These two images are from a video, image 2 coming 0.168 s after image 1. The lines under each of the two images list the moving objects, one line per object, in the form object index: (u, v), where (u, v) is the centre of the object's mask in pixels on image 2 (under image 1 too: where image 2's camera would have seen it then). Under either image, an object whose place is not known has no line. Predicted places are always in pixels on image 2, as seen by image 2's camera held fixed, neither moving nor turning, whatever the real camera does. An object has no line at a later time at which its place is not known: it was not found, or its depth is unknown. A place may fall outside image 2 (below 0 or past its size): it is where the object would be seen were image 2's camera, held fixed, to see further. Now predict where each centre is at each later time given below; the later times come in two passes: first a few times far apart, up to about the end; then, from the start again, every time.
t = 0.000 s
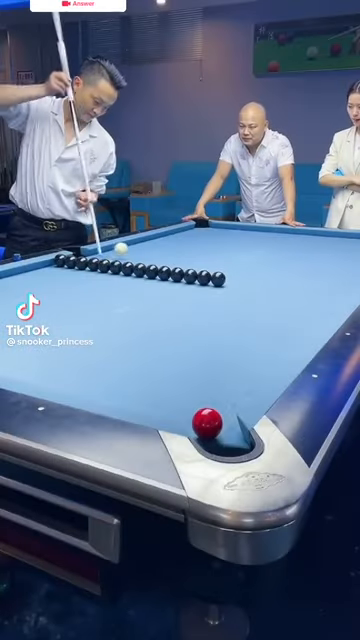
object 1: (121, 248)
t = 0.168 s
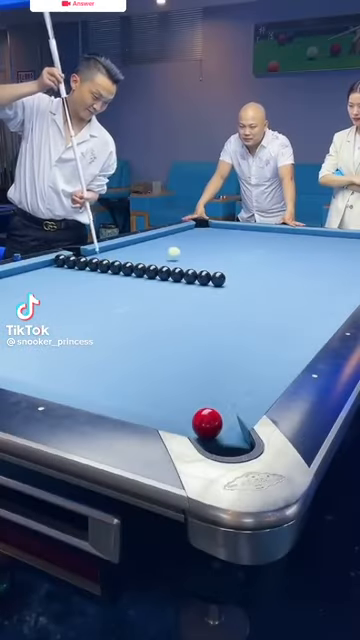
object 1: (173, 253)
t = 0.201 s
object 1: (183, 253)
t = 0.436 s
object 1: (241, 259)
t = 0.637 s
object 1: (273, 265)
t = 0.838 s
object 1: (288, 276)
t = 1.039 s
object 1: (286, 293)
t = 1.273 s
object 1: (271, 324)
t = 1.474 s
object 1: (252, 361)
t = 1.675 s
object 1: (223, 410)
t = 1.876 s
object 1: (197, 419)
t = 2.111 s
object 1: (194, 414)
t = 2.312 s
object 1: (200, 408)
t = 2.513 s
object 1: (206, 401)
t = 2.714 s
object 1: (210, 397)
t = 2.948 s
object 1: (215, 392)
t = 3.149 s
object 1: (218, 389)
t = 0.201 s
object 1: (183, 253)
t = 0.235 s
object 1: (193, 255)
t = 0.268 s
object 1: (202, 255)
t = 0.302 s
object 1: (211, 256)
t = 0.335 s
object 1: (219, 257)
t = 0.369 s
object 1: (227, 258)
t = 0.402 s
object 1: (235, 258)
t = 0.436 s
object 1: (241, 259)
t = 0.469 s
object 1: (248, 260)
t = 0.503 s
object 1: (254, 261)
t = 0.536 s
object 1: (259, 262)
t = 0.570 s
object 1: (264, 263)
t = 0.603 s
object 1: (269, 264)
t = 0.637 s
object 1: (273, 265)
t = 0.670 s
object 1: (276, 267)
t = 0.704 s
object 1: (280, 269)
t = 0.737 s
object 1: (282, 270)
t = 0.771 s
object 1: (285, 272)
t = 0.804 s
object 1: (286, 274)
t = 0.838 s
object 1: (288, 276)
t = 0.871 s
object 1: (289, 279)
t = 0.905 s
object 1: (289, 281)
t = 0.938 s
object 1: (290, 284)
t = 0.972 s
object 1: (288, 287)
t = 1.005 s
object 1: (287, 290)
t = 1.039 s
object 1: (286, 293)
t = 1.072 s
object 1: (284, 297)
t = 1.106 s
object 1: (282, 301)
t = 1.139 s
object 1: (280, 305)
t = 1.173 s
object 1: (278, 309)
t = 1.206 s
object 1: (276, 314)
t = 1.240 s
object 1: (274, 319)
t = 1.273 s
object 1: (271, 324)
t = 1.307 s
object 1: (268, 329)
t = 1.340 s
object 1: (265, 335)
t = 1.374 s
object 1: (262, 341)
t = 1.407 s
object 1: (259, 347)
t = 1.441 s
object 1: (256, 353)
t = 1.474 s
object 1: (252, 361)
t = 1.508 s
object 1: (248, 369)
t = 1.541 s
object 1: (244, 377)
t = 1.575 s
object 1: (240, 386)
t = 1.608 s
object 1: (235, 395)
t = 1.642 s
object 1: (229, 406)
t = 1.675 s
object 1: (223, 410)
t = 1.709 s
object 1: (219, 411)
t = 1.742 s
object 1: (215, 411)
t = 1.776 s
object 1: (210, 413)
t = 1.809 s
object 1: (206, 415)
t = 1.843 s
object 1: (201, 417)
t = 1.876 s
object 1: (197, 419)
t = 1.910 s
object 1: (190, 421)
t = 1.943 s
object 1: (191, 420)
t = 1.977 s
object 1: (191, 419)
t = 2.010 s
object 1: (192, 418)
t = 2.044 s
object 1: (192, 417)
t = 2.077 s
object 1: (193, 416)
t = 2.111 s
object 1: (194, 414)
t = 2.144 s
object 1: (195, 414)
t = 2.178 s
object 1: (197, 412)
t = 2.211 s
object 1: (197, 411)
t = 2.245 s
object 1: (198, 410)
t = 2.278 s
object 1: (199, 409)
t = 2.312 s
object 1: (200, 408)
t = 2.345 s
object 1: (201, 406)
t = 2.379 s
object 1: (202, 405)
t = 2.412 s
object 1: (203, 404)
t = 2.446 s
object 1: (204, 403)
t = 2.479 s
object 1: (205, 402)
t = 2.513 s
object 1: (206, 401)
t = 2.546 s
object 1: (207, 400)
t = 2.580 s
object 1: (207, 400)
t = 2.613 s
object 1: (208, 399)
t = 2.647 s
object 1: (209, 398)
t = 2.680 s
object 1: (209, 397)
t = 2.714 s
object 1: (210, 397)
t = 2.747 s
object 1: (211, 396)
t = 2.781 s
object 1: (212, 395)
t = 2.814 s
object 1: (212, 394)
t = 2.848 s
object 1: (213, 394)
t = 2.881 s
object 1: (214, 393)
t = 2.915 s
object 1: (214, 392)
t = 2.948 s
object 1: (215, 392)
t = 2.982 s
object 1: (216, 391)
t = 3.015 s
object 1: (216, 391)
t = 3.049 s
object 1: (217, 390)
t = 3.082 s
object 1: (217, 390)
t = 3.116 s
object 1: (218, 389)
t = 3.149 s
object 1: (218, 389)
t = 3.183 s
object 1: (219, 389)
